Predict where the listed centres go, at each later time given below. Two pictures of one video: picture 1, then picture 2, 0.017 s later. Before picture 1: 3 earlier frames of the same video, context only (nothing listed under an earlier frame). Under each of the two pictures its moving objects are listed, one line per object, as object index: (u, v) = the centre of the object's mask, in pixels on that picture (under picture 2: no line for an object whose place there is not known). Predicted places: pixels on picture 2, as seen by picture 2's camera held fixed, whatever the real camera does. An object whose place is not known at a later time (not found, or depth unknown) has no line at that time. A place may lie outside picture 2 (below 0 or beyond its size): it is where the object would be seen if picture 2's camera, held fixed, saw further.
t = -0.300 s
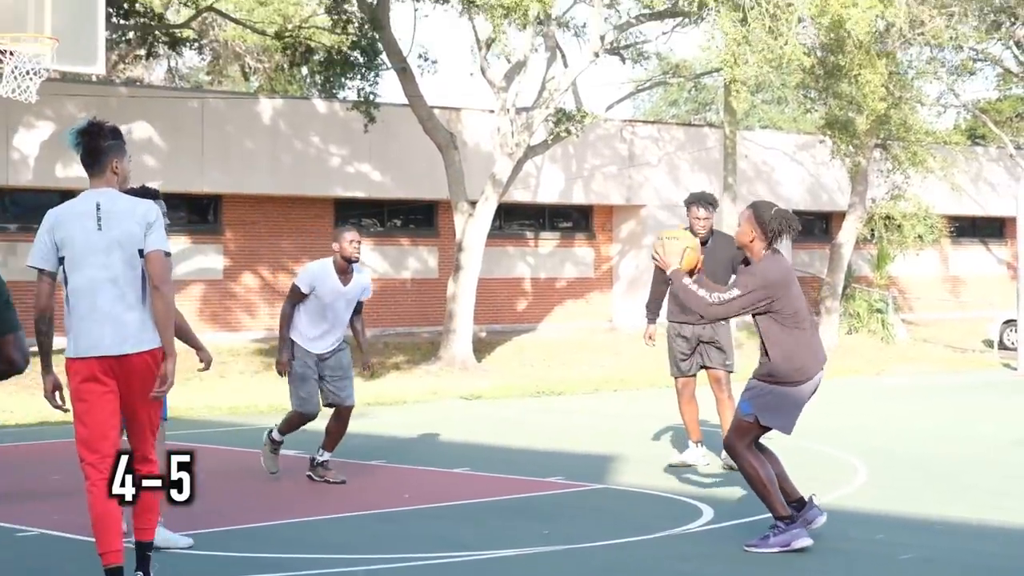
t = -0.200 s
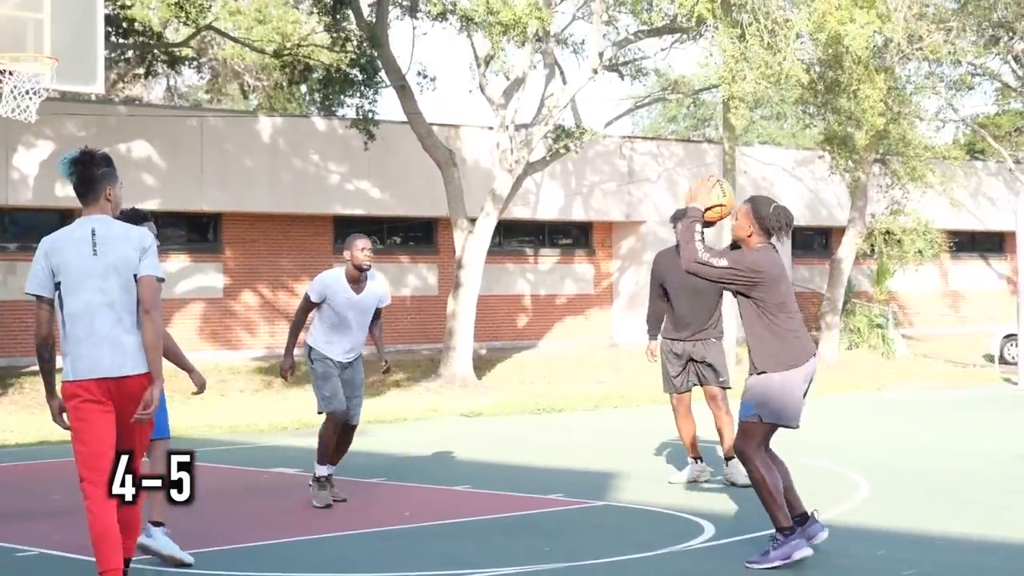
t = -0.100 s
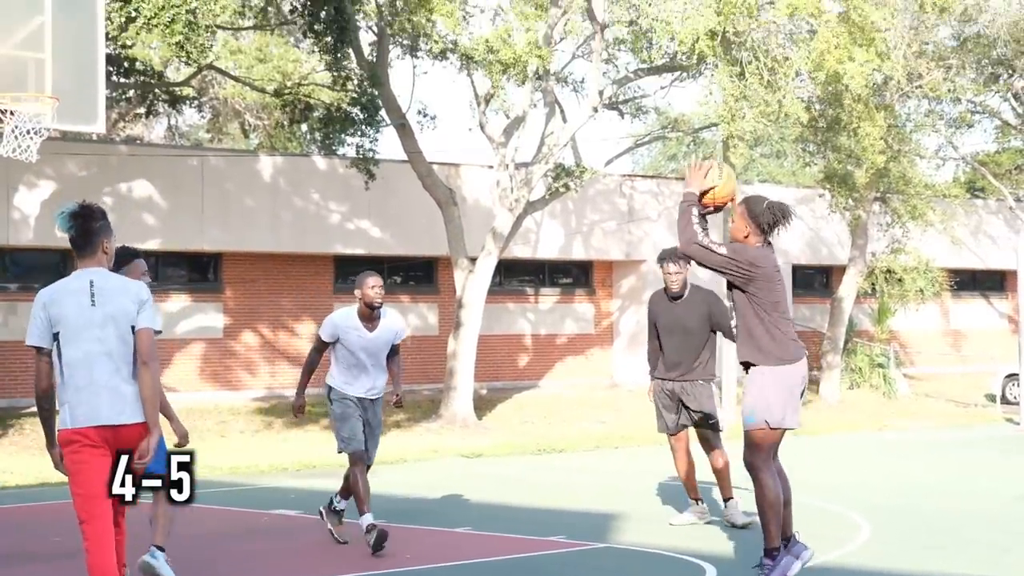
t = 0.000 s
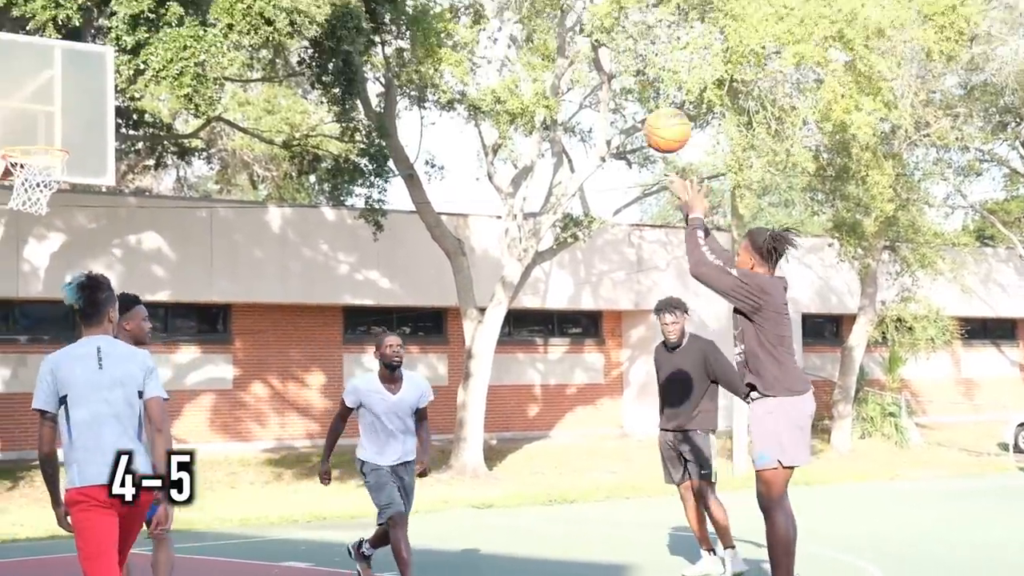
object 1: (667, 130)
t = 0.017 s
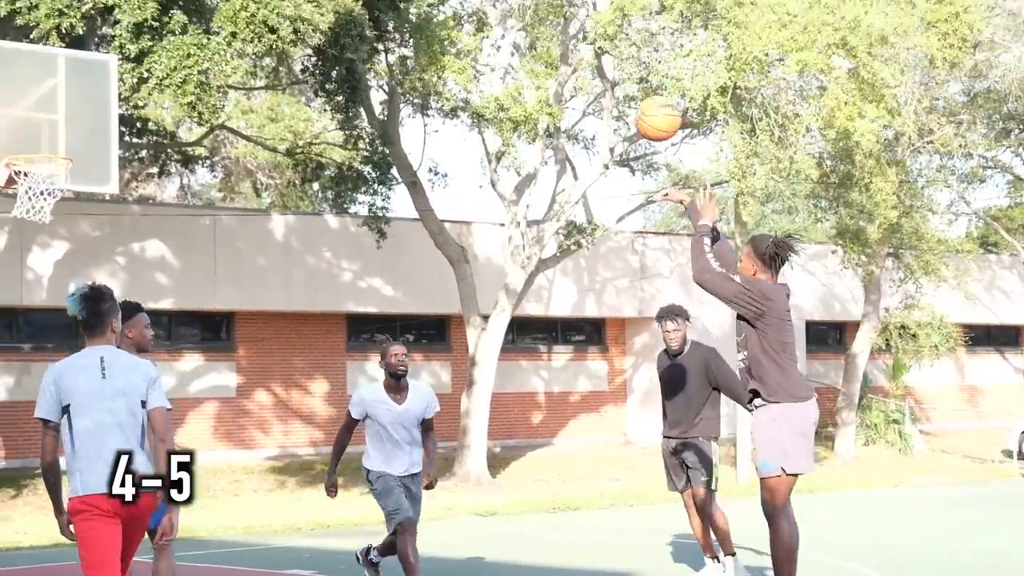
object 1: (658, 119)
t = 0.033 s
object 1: (647, 102)
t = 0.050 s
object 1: (635, 84)
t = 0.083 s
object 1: (612, 52)
